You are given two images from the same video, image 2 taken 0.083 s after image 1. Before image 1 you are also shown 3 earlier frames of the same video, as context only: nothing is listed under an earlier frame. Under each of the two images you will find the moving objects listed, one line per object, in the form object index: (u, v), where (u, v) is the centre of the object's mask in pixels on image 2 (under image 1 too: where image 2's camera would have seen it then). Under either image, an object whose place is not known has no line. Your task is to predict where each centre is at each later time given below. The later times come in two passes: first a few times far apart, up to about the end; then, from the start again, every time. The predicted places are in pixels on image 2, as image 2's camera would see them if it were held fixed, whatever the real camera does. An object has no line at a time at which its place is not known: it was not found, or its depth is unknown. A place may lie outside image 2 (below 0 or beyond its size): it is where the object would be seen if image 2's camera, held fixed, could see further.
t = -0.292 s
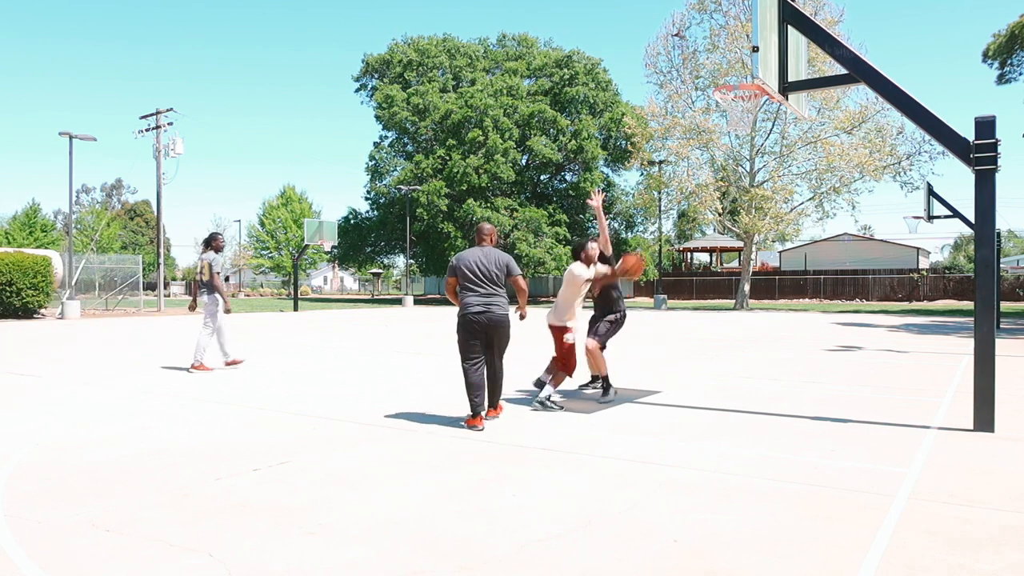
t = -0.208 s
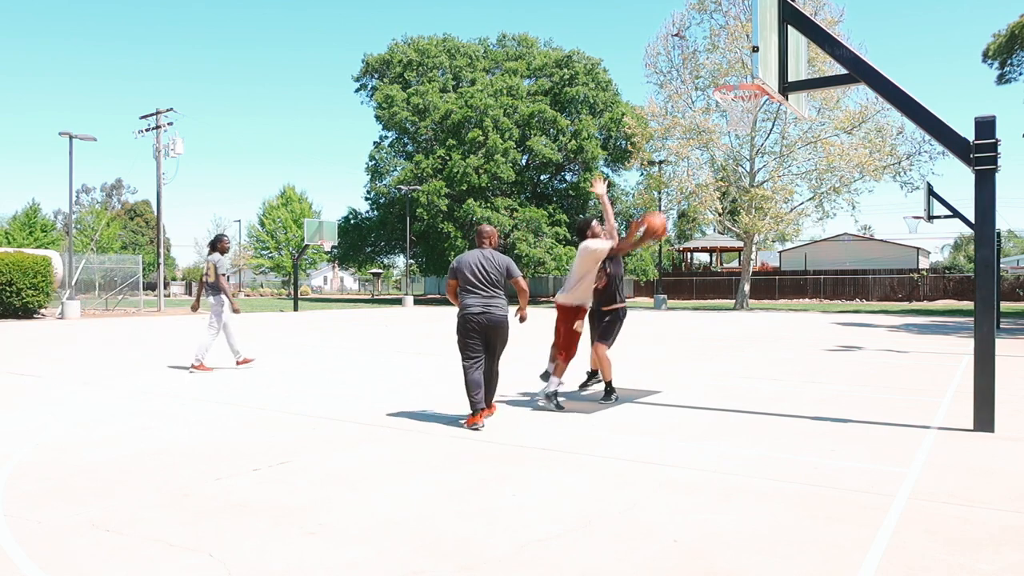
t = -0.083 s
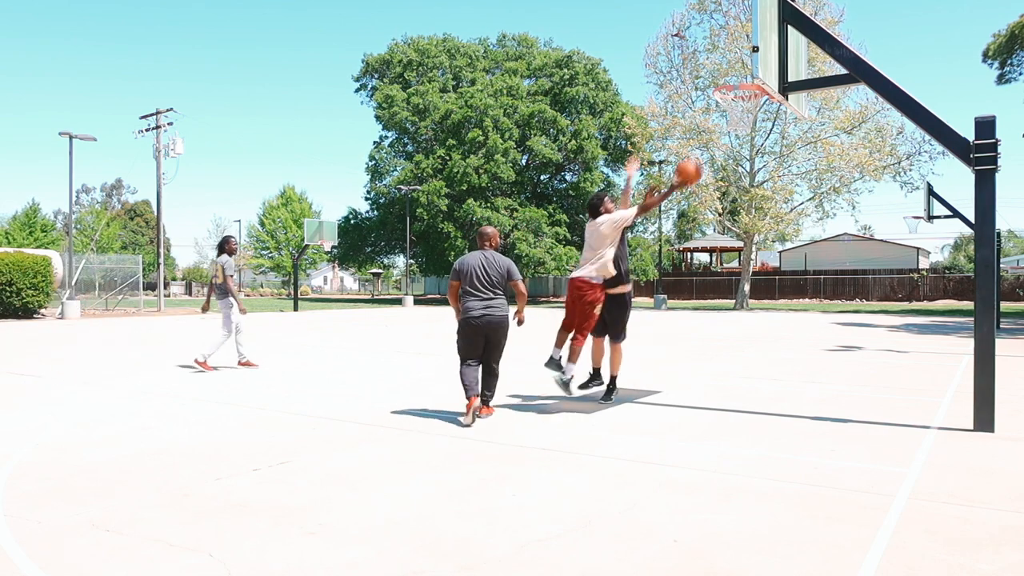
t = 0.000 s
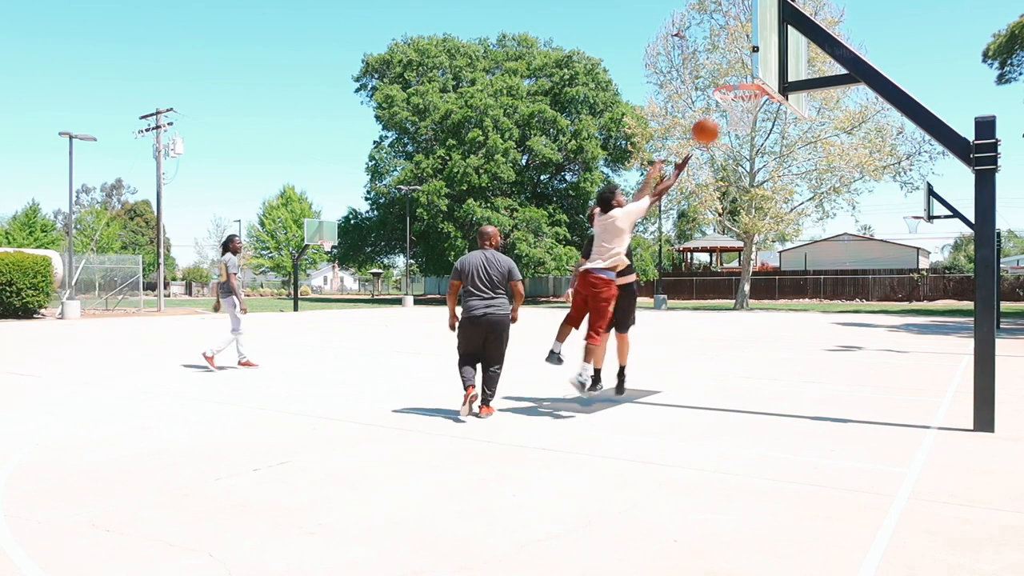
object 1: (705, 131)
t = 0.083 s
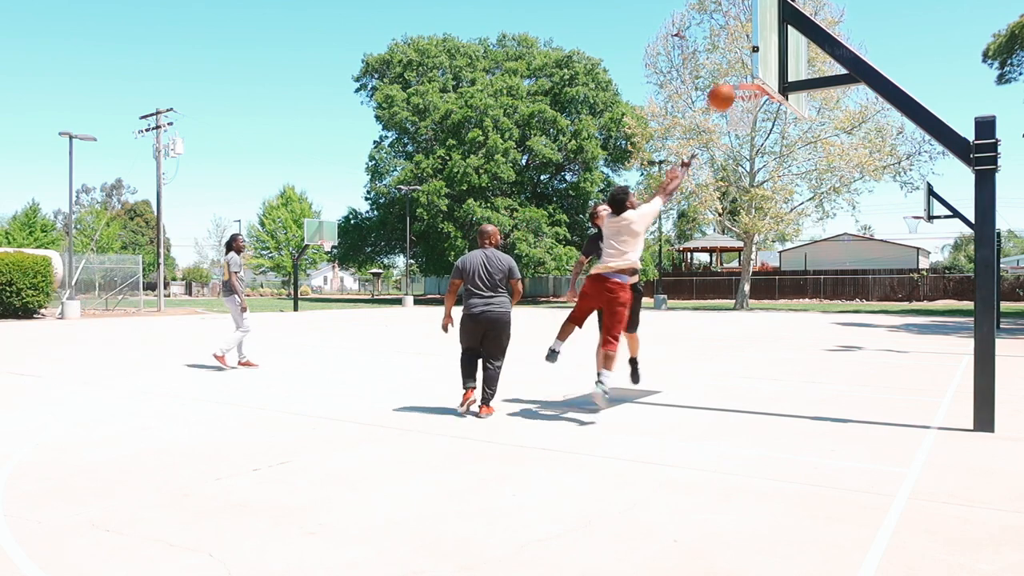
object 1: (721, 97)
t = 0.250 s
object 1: (746, 52)
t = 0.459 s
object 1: (740, 45)
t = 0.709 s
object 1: (733, 77)
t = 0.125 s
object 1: (729, 82)
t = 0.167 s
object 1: (737, 70)
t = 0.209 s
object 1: (742, 61)
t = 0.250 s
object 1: (746, 52)
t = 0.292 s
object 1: (745, 47)
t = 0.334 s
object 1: (744, 44)
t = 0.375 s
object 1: (743, 42)
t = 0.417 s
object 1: (742, 43)
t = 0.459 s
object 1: (740, 45)
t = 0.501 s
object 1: (737, 49)
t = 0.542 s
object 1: (735, 55)
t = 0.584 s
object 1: (732, 63)
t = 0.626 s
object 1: (729, 71)
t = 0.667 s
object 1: (729, 76)
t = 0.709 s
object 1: (733, 77)
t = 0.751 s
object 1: (737, 79)
